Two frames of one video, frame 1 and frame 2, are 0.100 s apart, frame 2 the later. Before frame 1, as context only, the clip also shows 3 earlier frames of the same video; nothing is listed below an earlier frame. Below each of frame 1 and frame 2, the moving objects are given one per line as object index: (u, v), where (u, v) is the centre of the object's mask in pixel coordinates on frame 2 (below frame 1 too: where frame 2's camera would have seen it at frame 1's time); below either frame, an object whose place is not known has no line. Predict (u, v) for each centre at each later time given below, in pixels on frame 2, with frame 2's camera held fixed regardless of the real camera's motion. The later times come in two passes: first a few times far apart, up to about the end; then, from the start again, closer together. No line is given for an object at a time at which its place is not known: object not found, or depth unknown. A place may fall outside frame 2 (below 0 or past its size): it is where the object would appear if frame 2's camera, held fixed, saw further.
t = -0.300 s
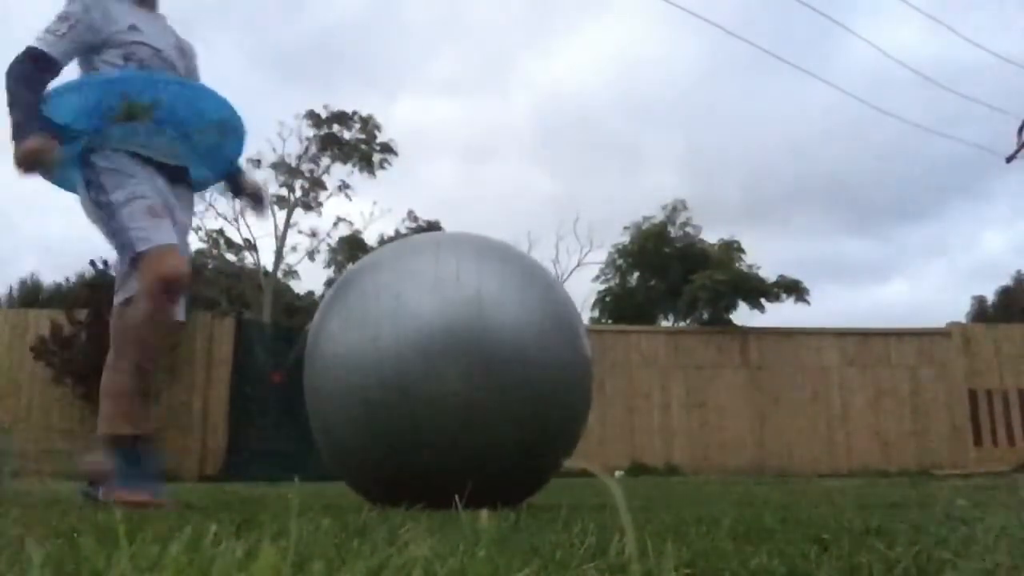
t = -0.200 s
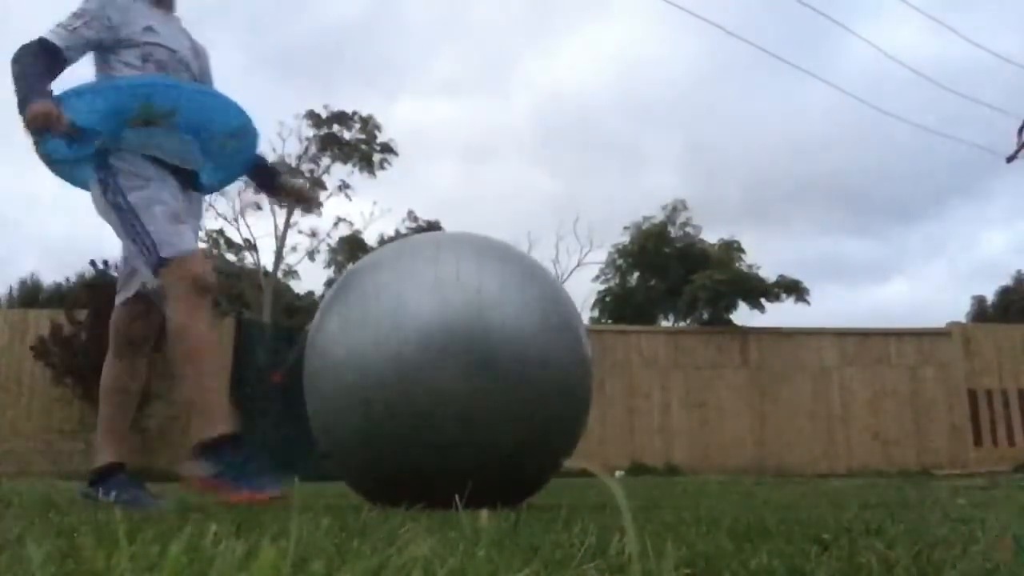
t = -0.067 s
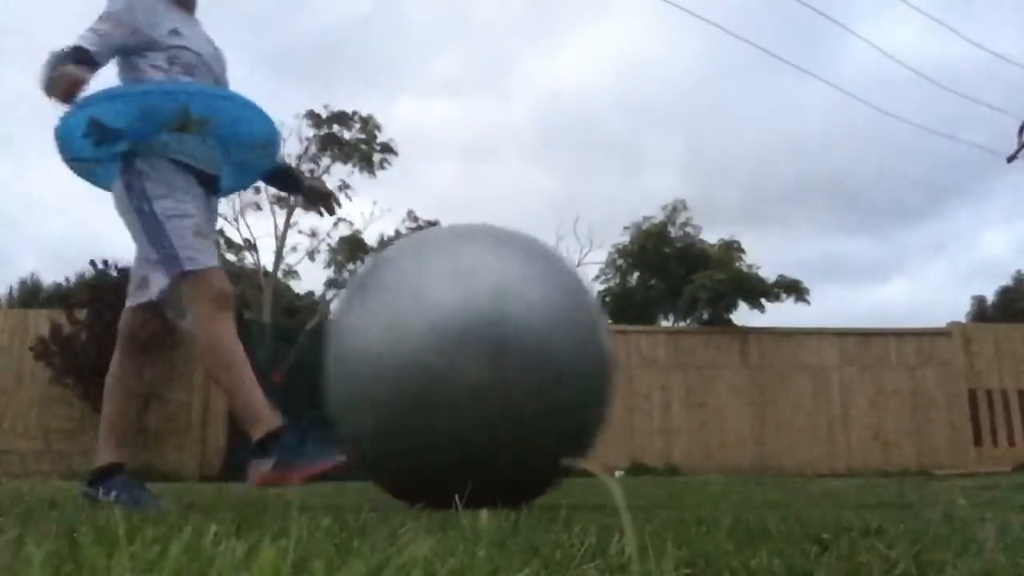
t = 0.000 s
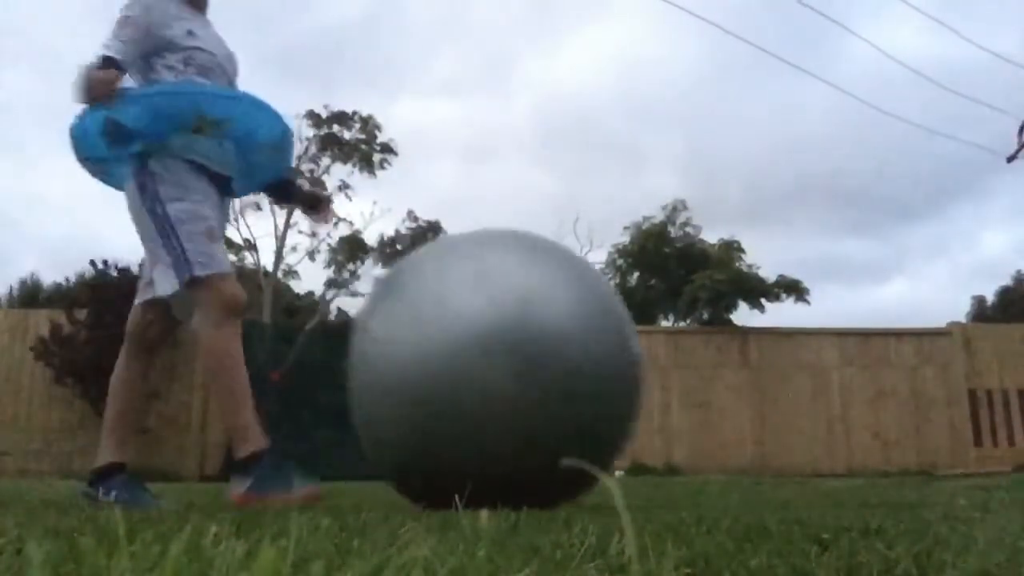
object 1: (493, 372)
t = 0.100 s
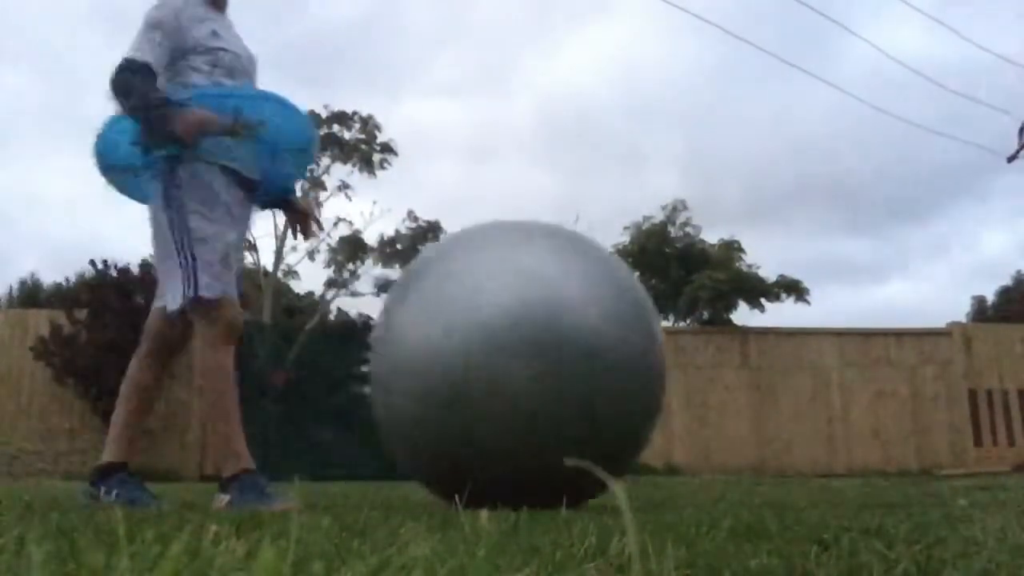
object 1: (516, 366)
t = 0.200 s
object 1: (539, 369)
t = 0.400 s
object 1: (588, 364)
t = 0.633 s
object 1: (625, 360)
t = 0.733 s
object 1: (640, 360)
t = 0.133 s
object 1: (524, 366)
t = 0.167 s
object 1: (532, 368)
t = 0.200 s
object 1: (539, 369)
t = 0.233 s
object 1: (547, 368)
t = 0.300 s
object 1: (568, 365)
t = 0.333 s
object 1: (575, 366)
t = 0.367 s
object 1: (582, 365)
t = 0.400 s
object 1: (588, 364)
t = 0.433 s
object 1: (594, 362)
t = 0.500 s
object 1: (605, 363)
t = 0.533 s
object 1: (610, 363)
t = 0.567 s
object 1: (617, 361)
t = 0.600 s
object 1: (620, 361)
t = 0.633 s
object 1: (625, 360)
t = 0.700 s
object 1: (635, 361)
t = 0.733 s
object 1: (640, 360)
